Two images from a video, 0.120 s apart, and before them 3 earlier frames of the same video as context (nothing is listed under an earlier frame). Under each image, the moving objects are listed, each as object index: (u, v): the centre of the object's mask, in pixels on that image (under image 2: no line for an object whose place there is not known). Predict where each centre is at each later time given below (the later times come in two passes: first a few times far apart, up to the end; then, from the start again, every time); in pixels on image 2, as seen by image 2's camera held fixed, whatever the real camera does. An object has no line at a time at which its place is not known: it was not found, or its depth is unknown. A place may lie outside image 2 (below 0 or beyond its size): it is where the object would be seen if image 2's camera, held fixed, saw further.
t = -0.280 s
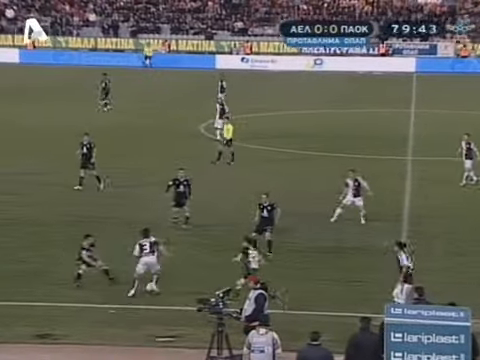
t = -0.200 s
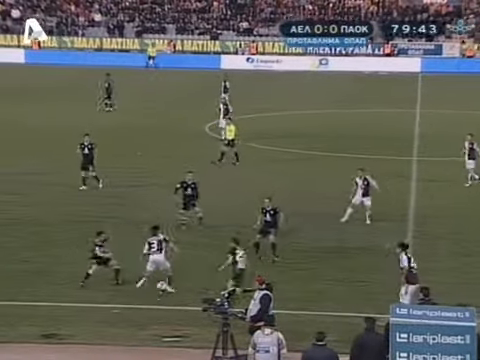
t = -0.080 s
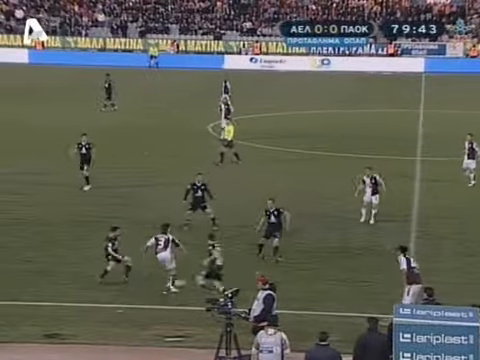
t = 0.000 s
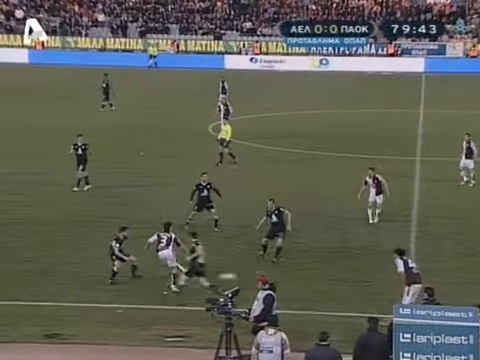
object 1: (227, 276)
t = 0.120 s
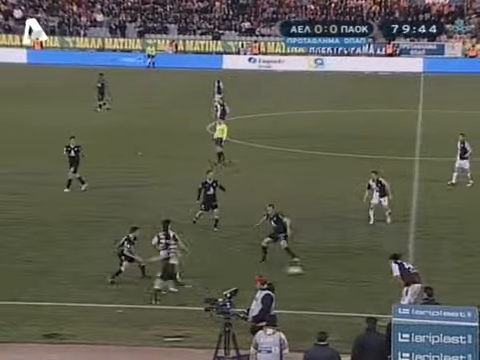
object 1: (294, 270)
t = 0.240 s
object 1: (354, 265)
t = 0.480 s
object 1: (454, 254)
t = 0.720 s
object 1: (531, 248)
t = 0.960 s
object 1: (595, 236)
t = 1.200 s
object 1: (652, 233)
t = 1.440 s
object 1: (706, 232)
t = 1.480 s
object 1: (715, 232)
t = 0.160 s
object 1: (314, 268)
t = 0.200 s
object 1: (335, 266)
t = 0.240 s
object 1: (354, 265)
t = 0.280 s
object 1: (372, 262)
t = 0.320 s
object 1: (390, 260)
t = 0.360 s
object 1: (408, 260)
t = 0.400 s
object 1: (424, 258)
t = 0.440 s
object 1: (440, 256)
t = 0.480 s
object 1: (454, 254)
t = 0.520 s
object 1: (470, 253)
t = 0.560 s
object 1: (484, 254)
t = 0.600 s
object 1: (496, 252)
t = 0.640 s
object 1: (508, 249)
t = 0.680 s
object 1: (521, 248)
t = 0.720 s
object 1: (531, 248)
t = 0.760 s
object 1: (543, 248)
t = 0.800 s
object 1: (554, 248)
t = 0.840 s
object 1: (565, 248)
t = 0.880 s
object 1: (574, 242)
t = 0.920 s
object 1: (585, 239)
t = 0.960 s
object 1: (595, 236)
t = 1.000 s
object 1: (605, 235)
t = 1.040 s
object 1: (615, 233)
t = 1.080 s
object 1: (624, 232)
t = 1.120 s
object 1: (633, 232)
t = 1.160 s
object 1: (643, 232)
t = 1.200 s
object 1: (652, 233)
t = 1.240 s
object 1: (661, 236)
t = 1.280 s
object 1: (669, 239)
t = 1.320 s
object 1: (679, 237)
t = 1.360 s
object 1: (688, 235)
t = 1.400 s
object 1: (697, 233)
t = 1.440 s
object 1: (706, 232)
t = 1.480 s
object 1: (715, 232)
